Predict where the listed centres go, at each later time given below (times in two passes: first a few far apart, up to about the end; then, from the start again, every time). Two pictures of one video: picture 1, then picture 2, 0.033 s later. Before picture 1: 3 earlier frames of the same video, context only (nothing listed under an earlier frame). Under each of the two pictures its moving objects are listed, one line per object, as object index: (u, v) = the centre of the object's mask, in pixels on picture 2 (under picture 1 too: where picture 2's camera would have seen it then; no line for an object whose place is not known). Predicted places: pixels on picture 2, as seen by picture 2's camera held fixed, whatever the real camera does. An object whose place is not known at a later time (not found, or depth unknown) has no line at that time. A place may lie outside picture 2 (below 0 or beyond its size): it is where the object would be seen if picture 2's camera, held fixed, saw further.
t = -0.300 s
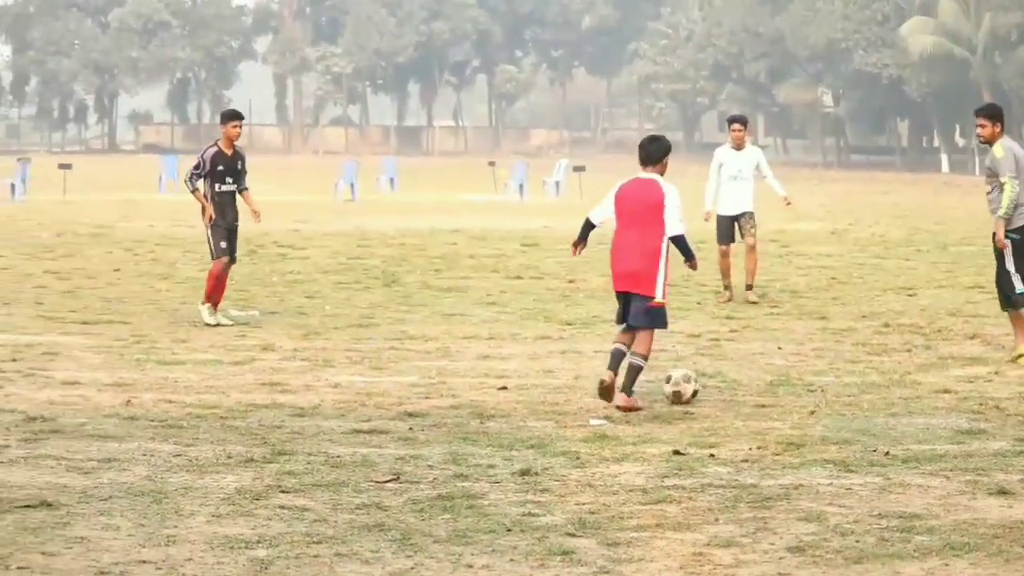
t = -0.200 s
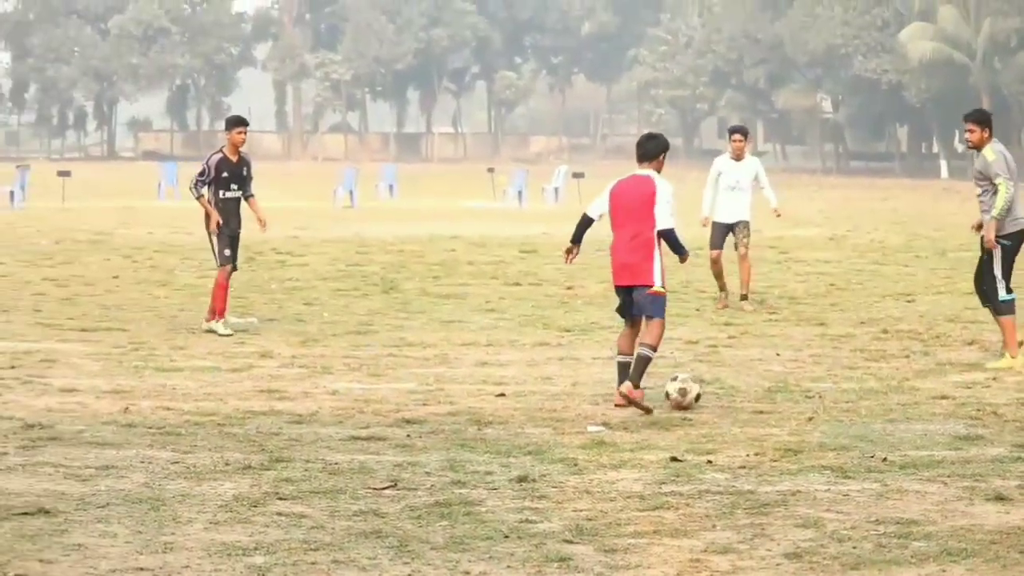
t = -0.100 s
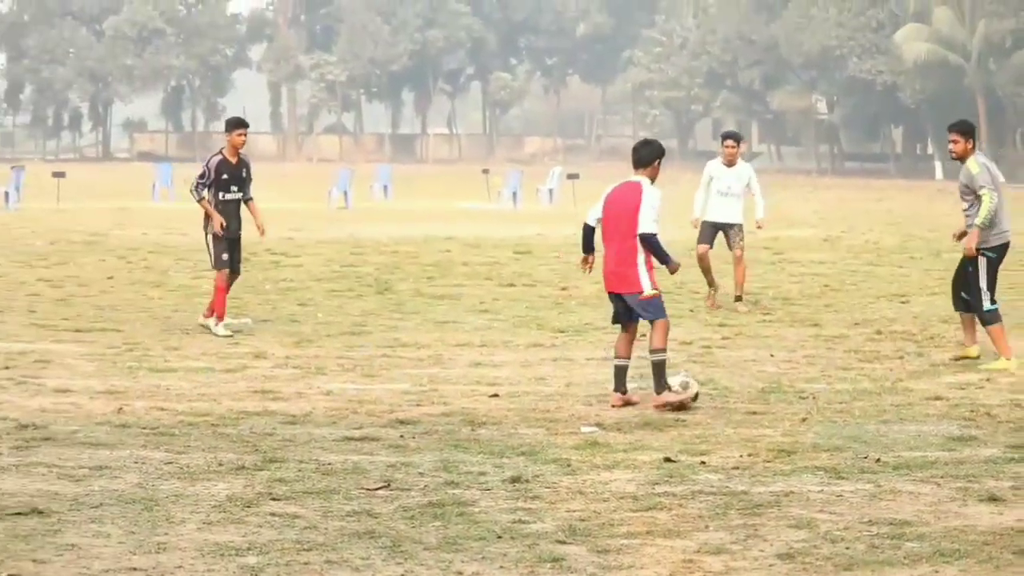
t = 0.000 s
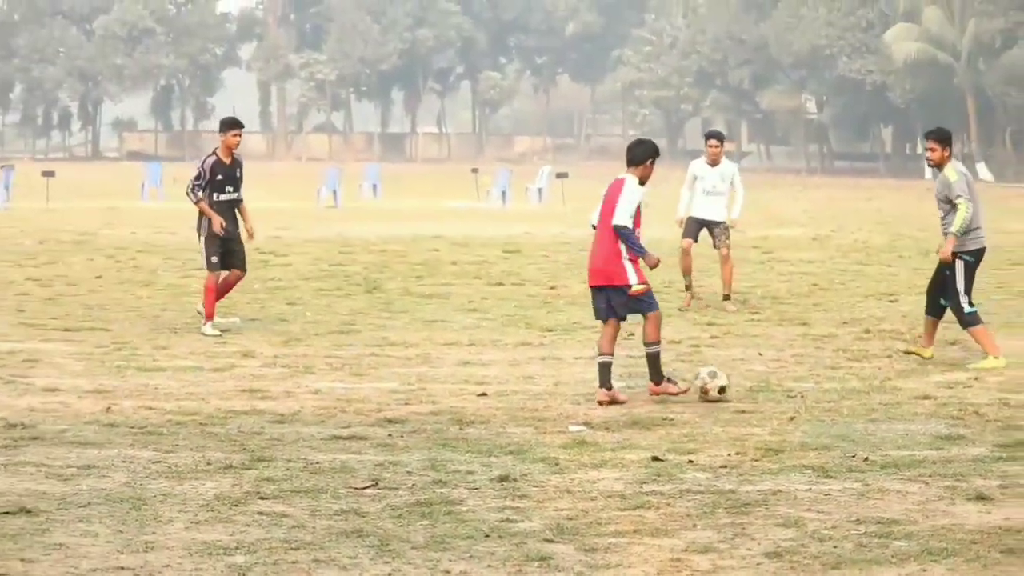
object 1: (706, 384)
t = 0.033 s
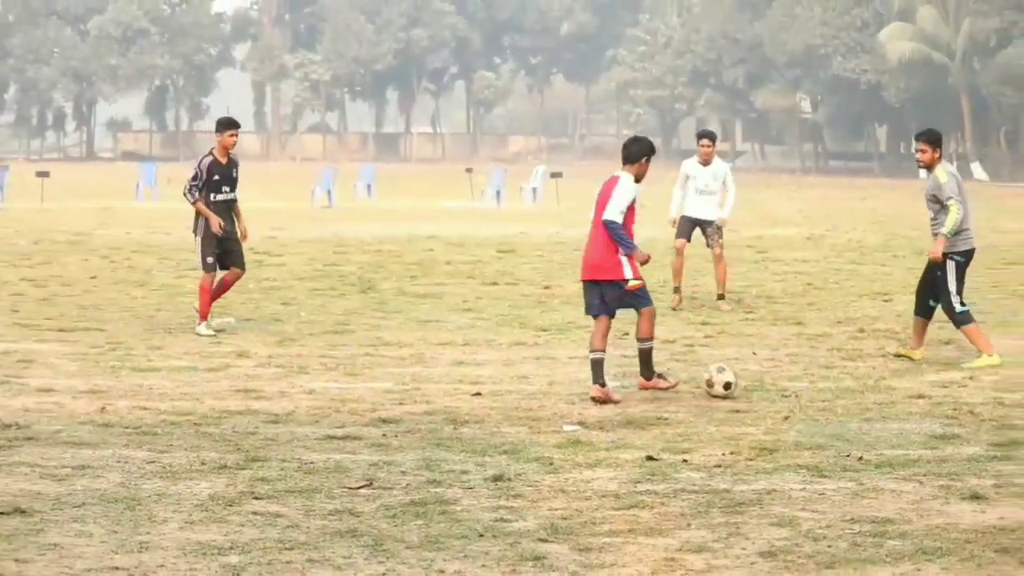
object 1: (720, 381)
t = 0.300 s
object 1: (803, 368)
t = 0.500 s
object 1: (848, 358)
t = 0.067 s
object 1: (732, 377)
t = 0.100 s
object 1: (744, 376)
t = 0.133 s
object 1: (755, 375)
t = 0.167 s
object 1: (765, 372)
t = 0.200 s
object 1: (775, 369)
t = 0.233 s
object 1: (785, 367)
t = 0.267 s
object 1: (794, 368)
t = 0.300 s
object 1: (803, 368)
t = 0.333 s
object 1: (812, 366)
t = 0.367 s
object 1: (820, 365)
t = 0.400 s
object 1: (827, 362)
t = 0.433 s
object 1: (834, 359)
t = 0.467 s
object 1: (841, 358)
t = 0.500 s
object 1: (848, 358)
